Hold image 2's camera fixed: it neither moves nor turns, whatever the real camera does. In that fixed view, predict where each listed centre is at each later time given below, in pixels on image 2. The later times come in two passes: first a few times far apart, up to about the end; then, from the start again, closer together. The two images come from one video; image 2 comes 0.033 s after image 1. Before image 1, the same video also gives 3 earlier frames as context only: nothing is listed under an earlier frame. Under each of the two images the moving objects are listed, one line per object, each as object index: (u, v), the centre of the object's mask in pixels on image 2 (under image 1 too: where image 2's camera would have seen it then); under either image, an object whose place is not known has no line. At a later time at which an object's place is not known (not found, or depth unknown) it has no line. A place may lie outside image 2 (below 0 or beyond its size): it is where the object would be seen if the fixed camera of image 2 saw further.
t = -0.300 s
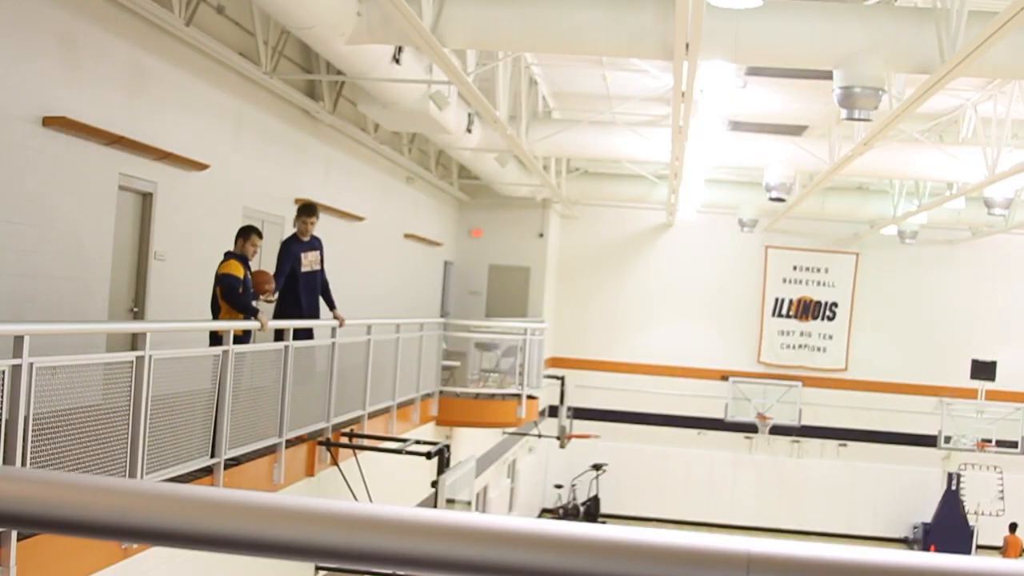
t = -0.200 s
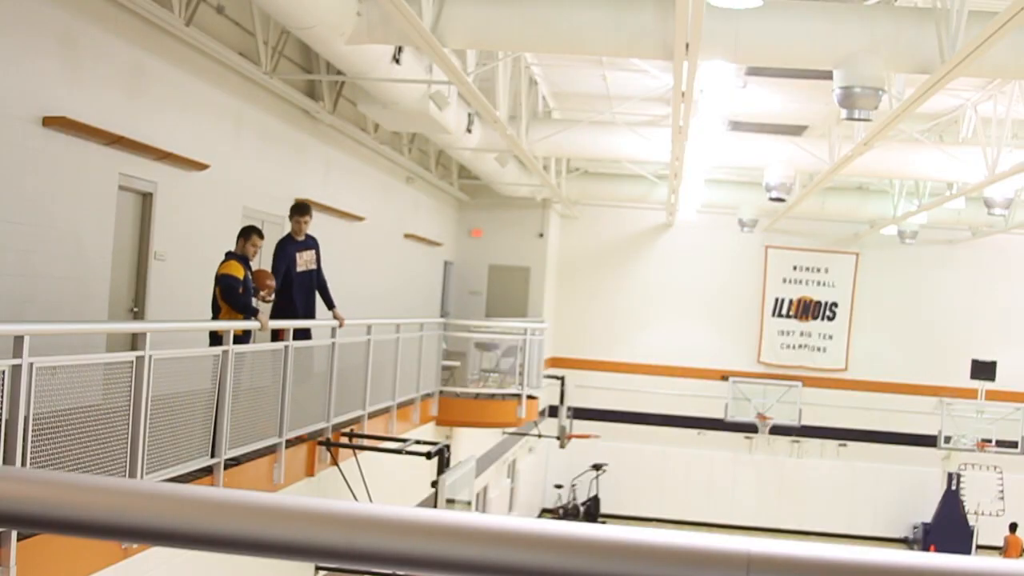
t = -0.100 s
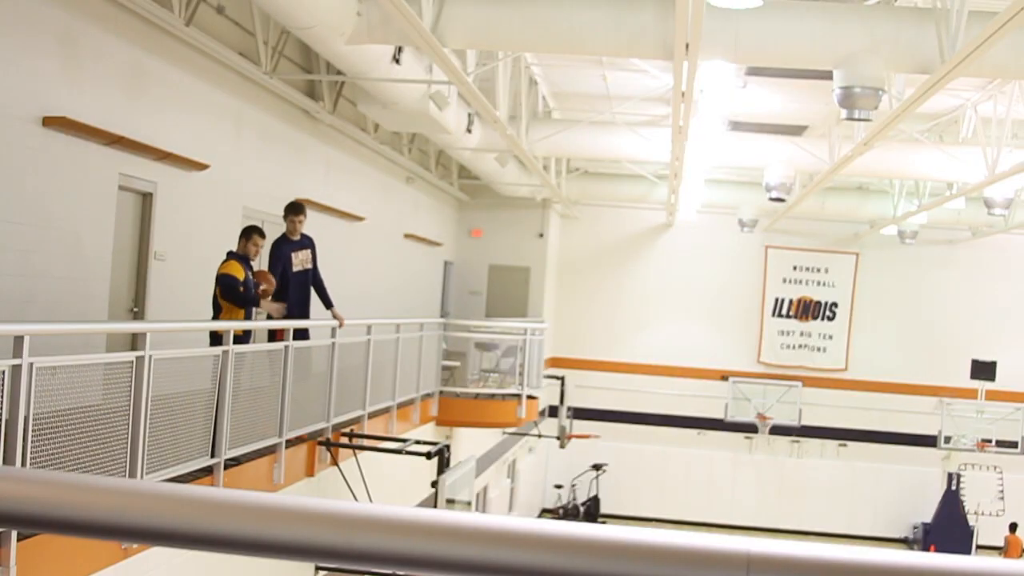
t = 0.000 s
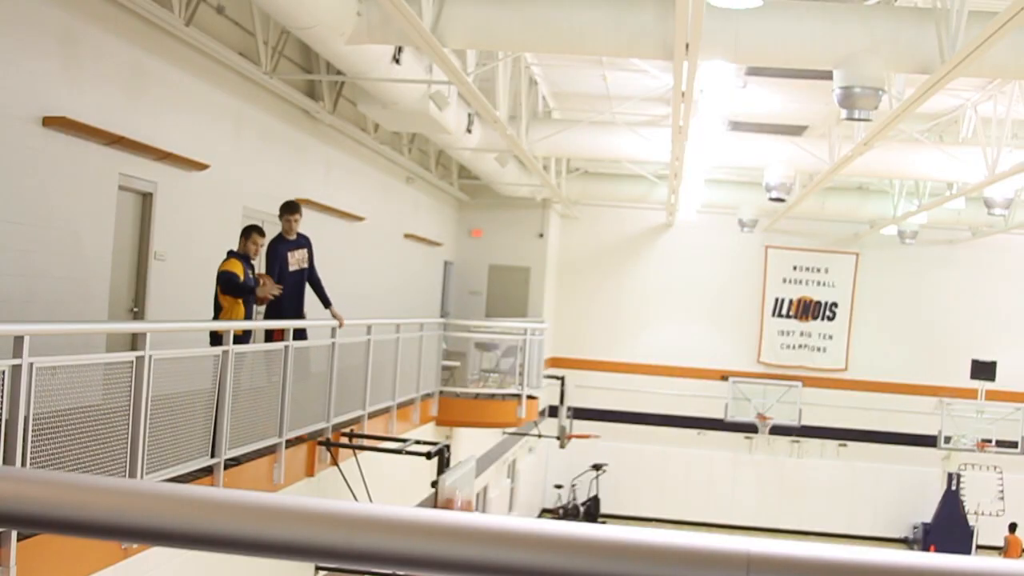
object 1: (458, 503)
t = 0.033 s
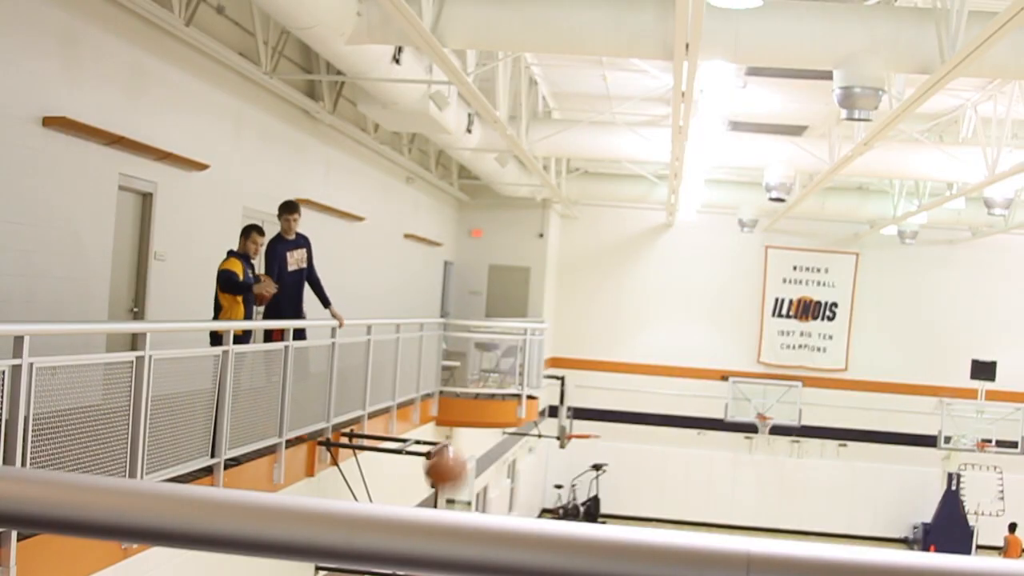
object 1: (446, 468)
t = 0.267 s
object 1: (394, 228)
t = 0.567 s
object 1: (332, 93)
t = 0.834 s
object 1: (279, 99)
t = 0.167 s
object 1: (415, 316)
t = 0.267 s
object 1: (394, 228)
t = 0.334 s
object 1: (380, 183)
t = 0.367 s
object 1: (373, 163)
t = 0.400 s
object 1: (366, 146)
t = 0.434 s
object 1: (359, 132)
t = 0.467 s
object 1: (353, 119)
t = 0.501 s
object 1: (346, 108)
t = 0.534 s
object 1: (339, 100)
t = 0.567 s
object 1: (332, 93)
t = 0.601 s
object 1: (326, 88)
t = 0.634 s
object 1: (319, 84)
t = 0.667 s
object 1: (312, 83)
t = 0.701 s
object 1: (306, 83)
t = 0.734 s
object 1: (300, 84)
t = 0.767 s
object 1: (293, 87)
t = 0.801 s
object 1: (286, 92)
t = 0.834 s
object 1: (279, 99)
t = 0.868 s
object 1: (273, 106)
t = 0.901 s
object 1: (266, 115)
